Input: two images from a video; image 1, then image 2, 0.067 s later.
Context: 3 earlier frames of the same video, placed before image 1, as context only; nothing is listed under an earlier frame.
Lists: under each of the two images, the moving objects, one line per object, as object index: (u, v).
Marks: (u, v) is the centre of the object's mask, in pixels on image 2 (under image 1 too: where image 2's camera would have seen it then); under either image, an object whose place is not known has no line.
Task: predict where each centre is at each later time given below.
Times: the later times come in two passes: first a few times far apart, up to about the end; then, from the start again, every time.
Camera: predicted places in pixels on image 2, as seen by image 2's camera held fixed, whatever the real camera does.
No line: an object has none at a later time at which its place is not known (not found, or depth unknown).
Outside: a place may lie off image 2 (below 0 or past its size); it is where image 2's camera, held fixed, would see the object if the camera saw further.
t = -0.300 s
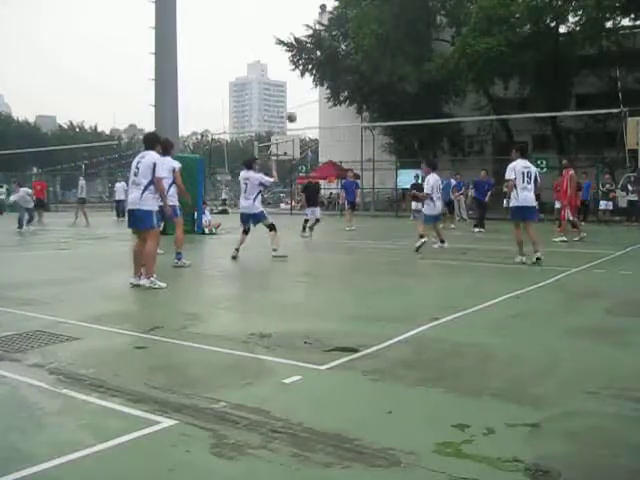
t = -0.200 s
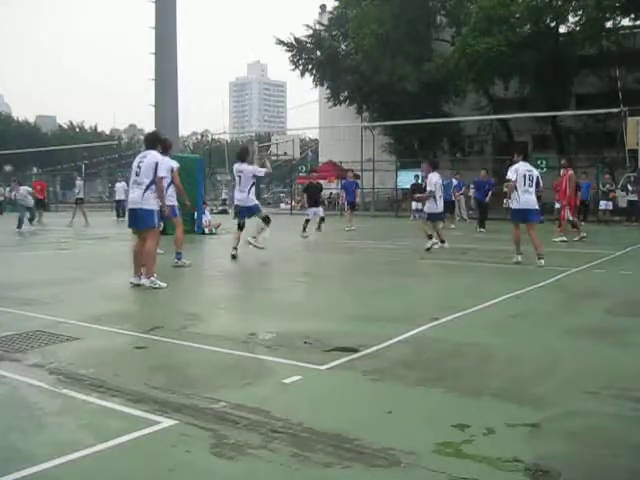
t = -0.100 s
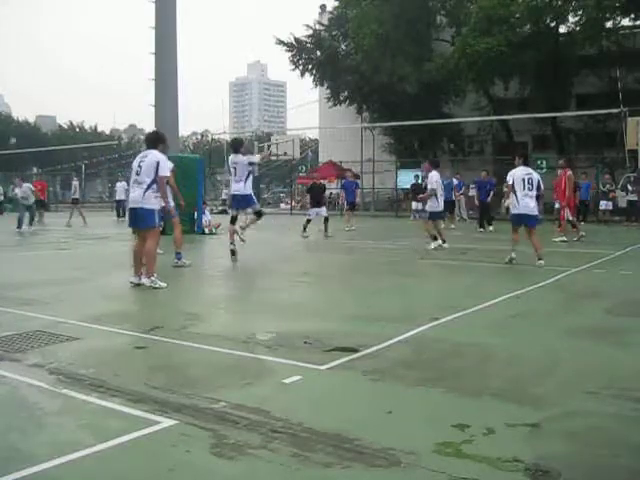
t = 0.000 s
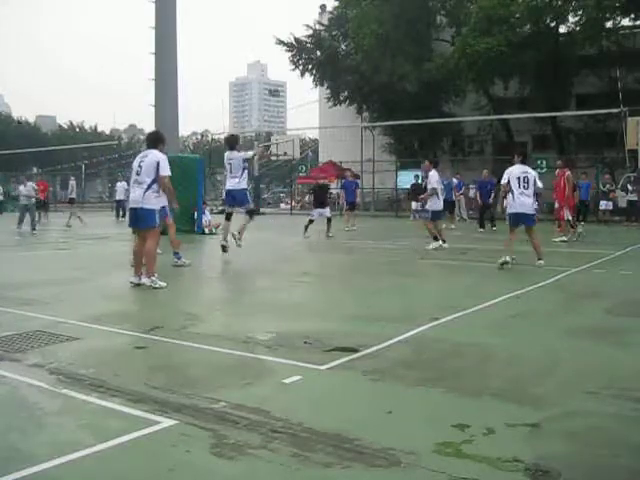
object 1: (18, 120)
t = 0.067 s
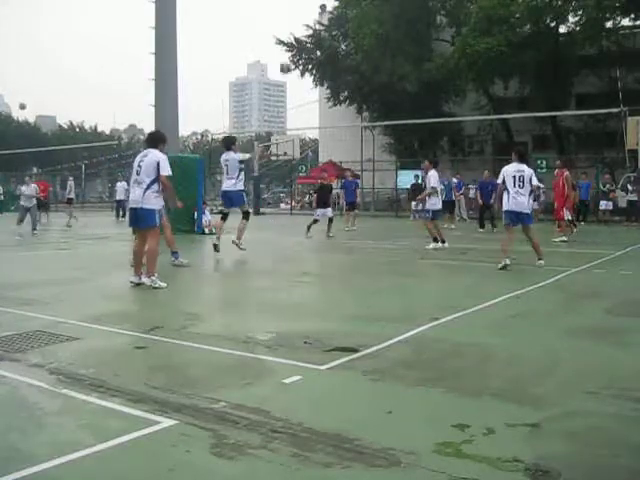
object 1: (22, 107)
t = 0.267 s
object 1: (32, 76)
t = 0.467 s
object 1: (42, 60)
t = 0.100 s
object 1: (23, 100)
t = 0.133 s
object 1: (25, 94)
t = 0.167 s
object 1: (27, 89)
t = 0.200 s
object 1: (28, 84)
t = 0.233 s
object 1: (30, 80)
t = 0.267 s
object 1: (32, 76)
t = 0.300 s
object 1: (34, 72)
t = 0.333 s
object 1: (36, 69)
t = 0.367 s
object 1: (37, 66)
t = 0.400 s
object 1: (39, 63)
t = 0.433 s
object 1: (41, 62)
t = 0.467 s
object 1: (42, 60)
